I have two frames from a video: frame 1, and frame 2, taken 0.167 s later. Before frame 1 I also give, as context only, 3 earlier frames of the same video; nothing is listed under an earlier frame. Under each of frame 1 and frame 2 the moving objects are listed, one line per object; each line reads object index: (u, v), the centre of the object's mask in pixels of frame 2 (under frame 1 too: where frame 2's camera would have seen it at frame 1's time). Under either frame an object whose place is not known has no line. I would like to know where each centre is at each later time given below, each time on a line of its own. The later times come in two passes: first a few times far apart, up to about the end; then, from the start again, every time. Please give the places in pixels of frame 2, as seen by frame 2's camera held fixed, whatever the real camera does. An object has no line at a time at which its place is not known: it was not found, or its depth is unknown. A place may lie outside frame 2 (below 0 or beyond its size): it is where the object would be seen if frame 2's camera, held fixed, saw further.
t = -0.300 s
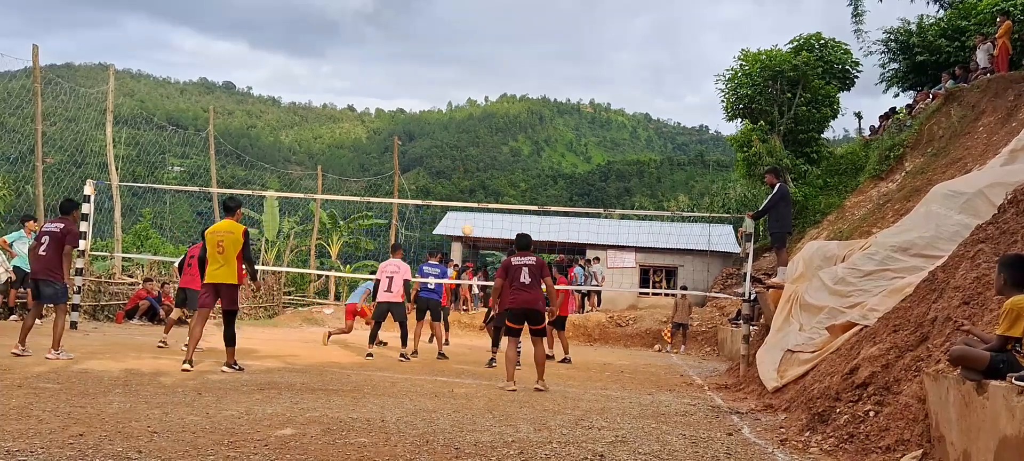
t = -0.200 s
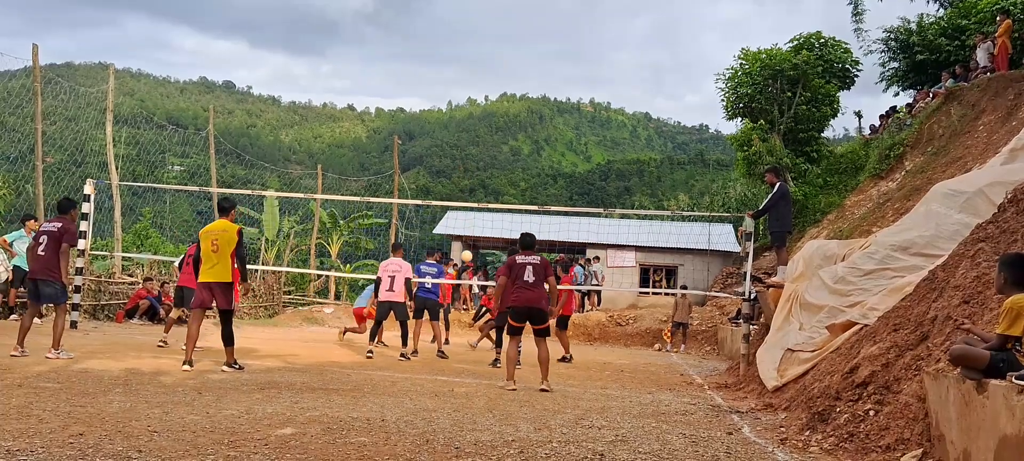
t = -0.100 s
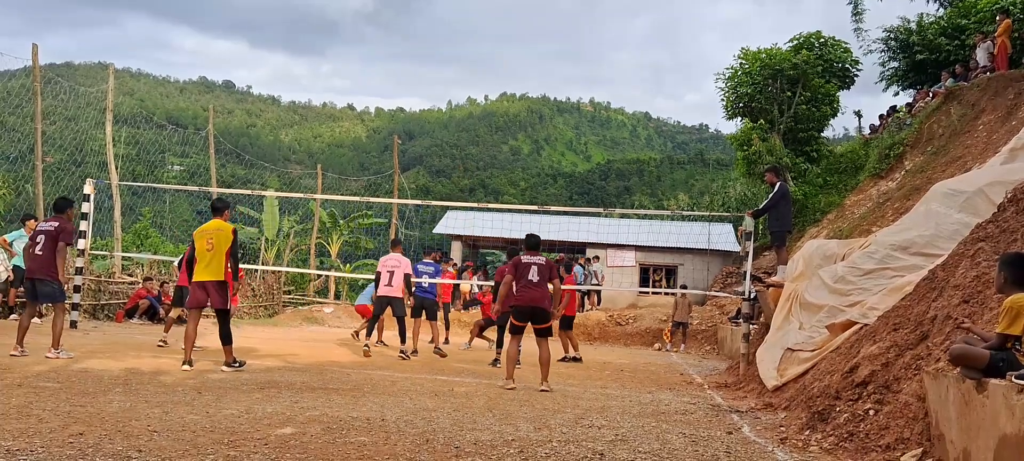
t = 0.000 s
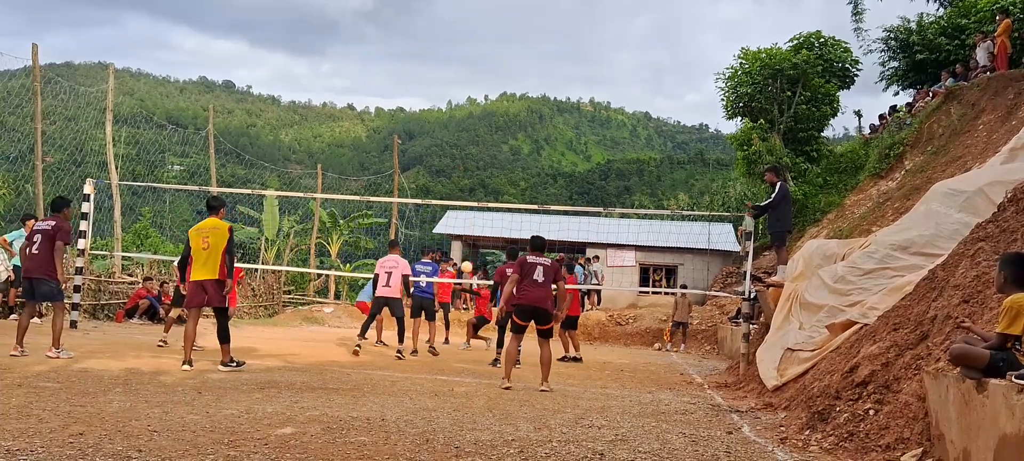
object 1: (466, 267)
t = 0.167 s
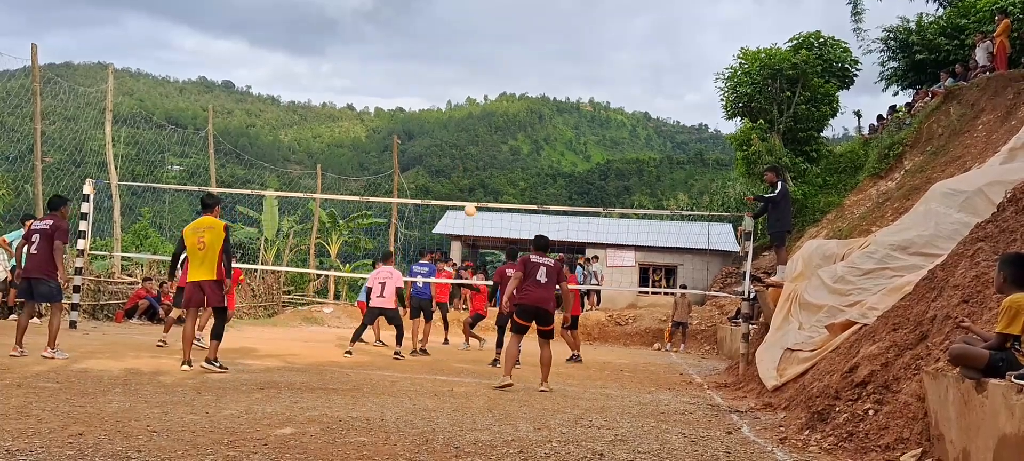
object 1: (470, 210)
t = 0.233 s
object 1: (471, 192)
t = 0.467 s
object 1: (475, 142)
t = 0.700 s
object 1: (478, 120)
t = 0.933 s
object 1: (479, 128)
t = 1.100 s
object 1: (478, 155)
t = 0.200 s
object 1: (471, 200)
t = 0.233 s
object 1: (471, 192)
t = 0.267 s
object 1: (472, 183)
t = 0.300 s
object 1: (473, 175)
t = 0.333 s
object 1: (473, 167)
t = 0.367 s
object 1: (474, 160)
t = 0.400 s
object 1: (474, 154)
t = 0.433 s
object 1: (475, 147)
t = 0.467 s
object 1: (475, 142)
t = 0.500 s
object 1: (476, 137)
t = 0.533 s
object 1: (476, 133)
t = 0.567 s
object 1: (477, 129)
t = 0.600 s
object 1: (477, 126)
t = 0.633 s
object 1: (477, 123)
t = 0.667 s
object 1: (478, 122)
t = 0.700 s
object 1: (478, 120)
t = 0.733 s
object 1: (478, 120)
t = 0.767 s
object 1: (478, 120)
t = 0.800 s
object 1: (478, 120)
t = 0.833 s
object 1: (479, 121)
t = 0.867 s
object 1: (479, 123)
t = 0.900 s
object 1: (479, 125)
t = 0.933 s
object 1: (479, 128)
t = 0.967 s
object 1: (479, 132)
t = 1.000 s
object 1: (479, 137)
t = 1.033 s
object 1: (479, 142)
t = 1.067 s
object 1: (478, 148)
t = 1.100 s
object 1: (478, 155)
